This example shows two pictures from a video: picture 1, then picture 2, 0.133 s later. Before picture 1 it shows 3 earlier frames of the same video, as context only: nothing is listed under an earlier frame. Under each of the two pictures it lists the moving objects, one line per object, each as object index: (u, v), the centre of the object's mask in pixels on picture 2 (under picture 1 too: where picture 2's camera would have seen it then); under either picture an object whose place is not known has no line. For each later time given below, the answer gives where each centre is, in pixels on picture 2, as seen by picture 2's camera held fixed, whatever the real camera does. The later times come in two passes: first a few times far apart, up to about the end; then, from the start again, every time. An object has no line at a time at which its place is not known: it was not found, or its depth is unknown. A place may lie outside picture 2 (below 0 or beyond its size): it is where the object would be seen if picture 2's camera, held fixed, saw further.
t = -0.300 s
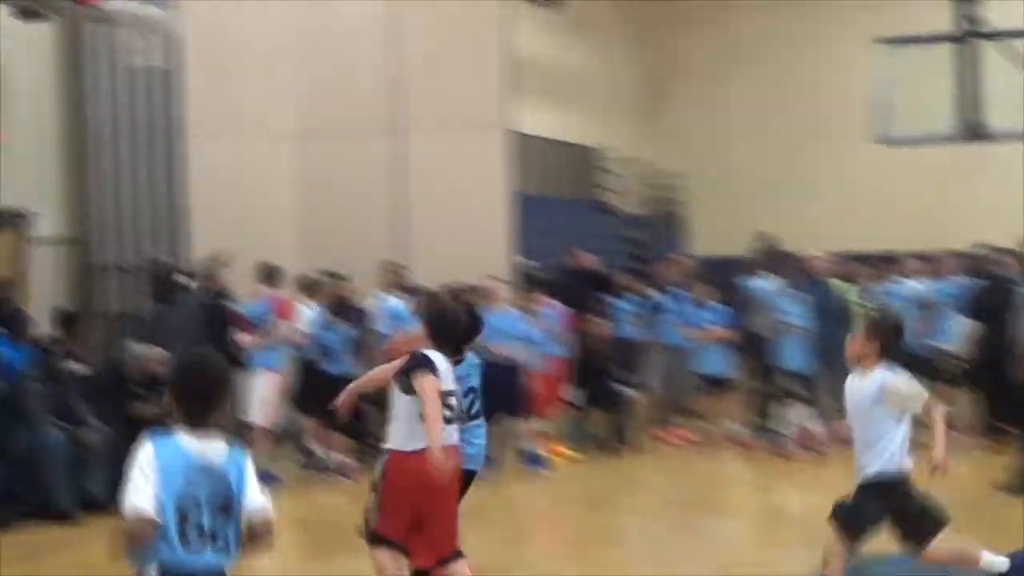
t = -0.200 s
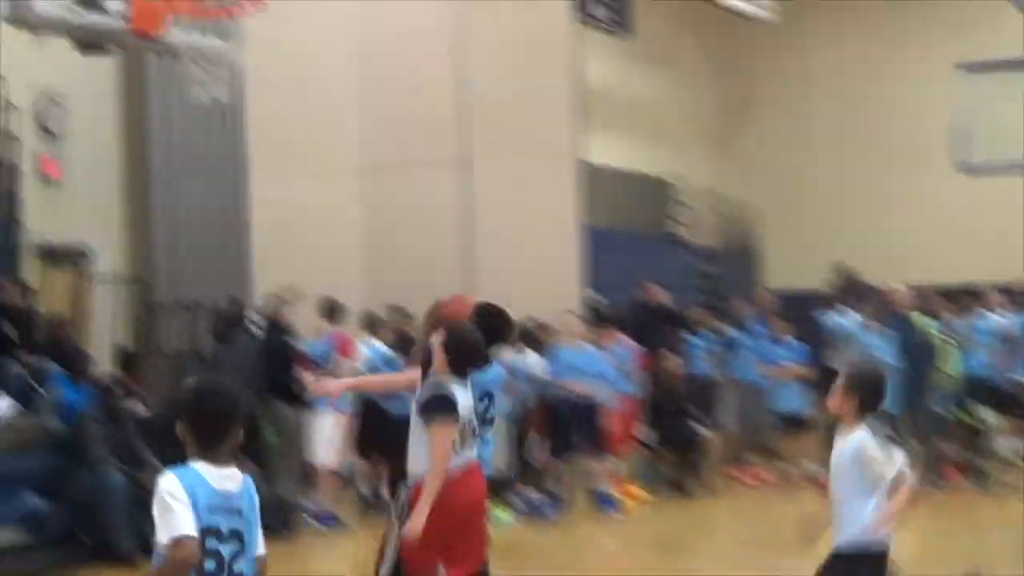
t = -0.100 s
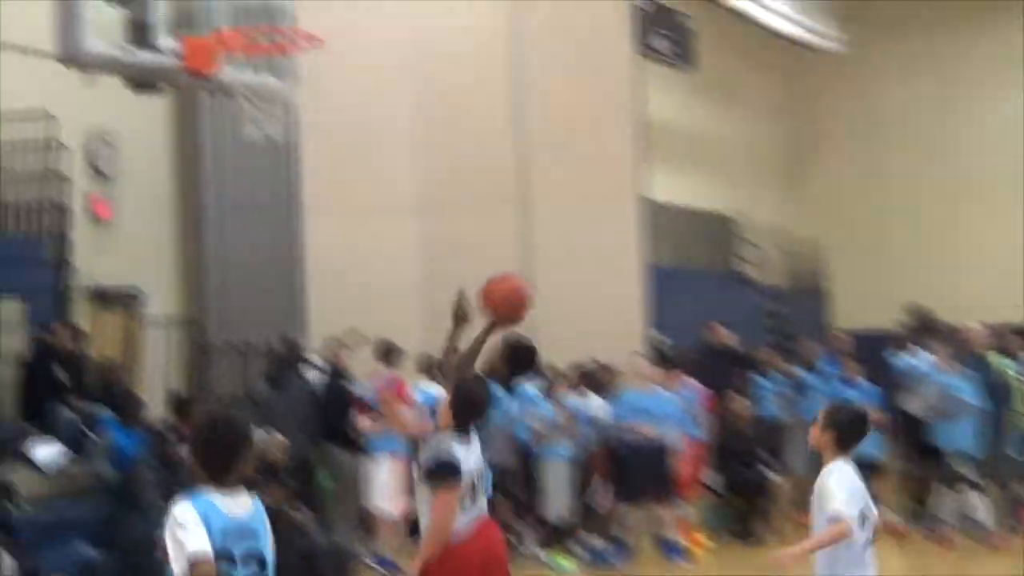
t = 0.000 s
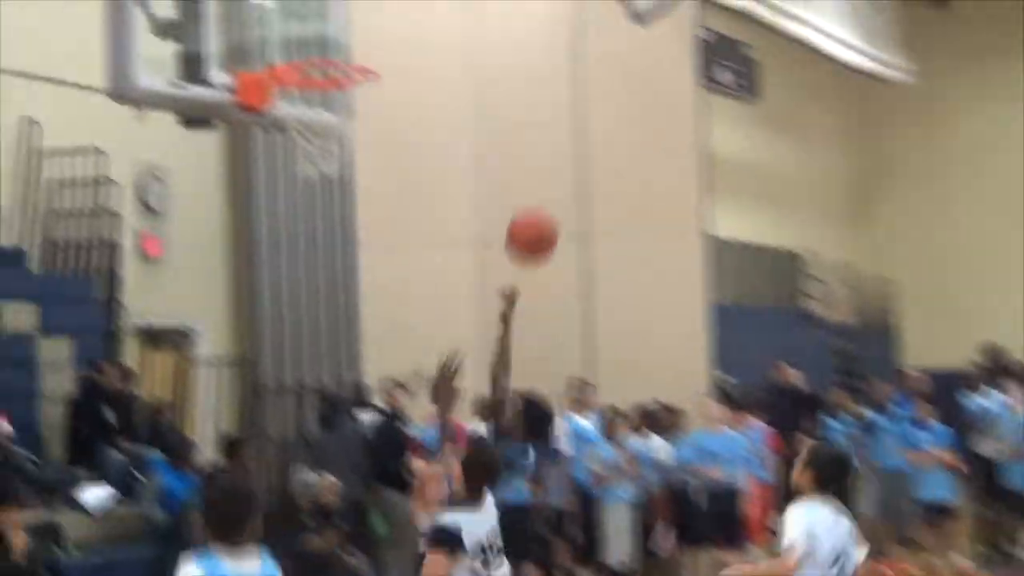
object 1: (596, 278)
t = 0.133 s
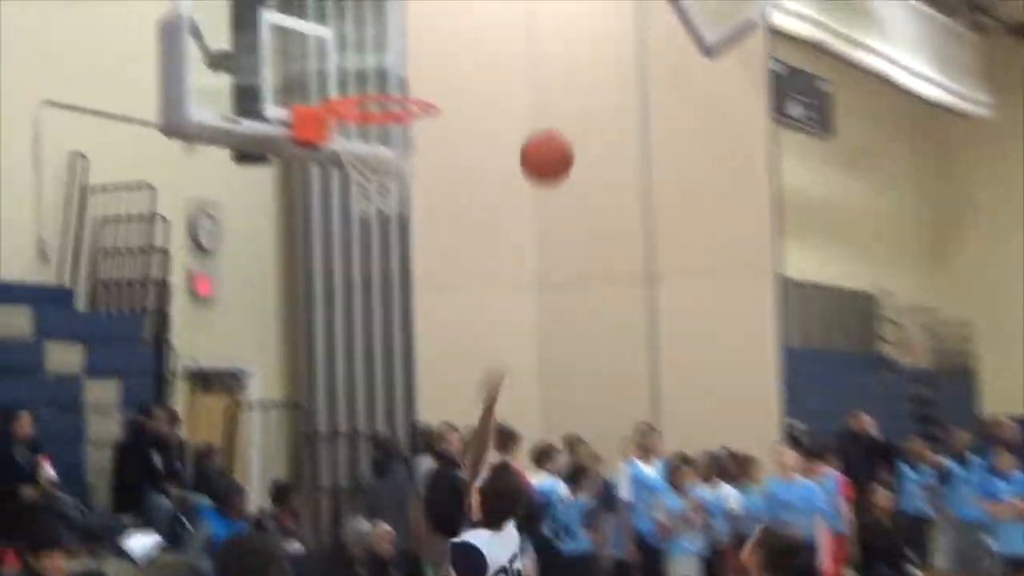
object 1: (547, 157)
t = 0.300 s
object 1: (486, 67)
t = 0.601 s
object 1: (389, 60)
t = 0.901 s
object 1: (407, 173)
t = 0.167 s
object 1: (534, 134)
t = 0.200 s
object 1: (521, 113)
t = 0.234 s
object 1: (509, 96)
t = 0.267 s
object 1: (497, 80)
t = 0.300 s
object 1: (486, 67)
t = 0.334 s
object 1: (474, 57)
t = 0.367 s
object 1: (463, 50)
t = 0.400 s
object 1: (452, 44)
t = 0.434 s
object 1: (441, 41)
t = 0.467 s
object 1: (431, 40)
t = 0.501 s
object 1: (420, 41)
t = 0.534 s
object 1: (410, 45)
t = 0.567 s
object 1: (399, 51)
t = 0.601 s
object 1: (389, 60)
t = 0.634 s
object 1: (377, 73)
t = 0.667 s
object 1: (366, 82)
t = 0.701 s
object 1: (356, 90)
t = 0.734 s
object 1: (365, 121)
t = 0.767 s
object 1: (376, 136)
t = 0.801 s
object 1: (386, 154)
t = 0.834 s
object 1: (394, 168)
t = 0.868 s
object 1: (403, 173)
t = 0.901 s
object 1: (407, 173)
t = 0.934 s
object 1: (410, 170)
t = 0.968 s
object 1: (413, 168)
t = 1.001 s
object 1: (413, 168)
